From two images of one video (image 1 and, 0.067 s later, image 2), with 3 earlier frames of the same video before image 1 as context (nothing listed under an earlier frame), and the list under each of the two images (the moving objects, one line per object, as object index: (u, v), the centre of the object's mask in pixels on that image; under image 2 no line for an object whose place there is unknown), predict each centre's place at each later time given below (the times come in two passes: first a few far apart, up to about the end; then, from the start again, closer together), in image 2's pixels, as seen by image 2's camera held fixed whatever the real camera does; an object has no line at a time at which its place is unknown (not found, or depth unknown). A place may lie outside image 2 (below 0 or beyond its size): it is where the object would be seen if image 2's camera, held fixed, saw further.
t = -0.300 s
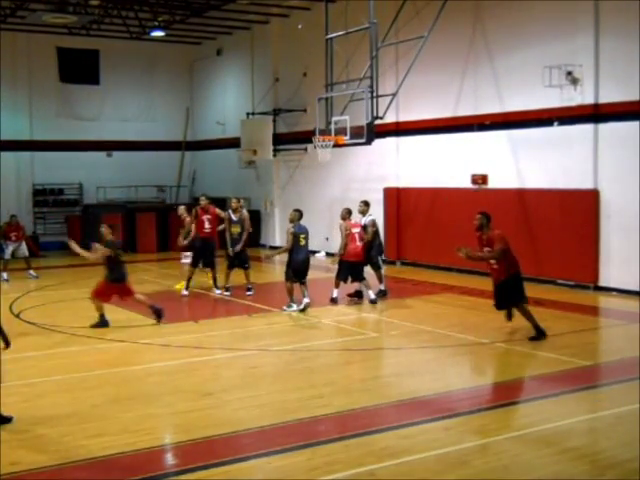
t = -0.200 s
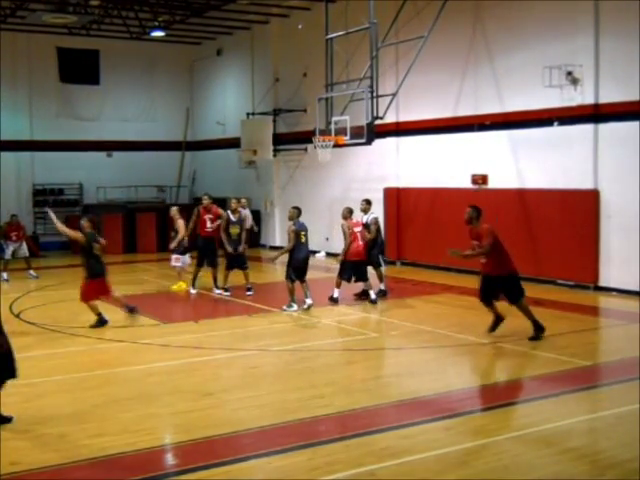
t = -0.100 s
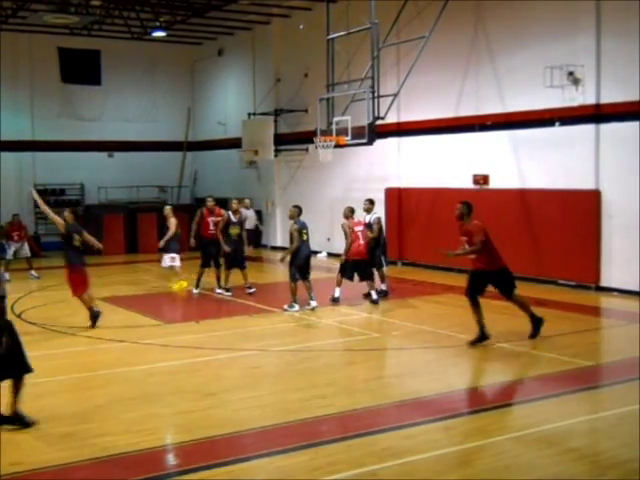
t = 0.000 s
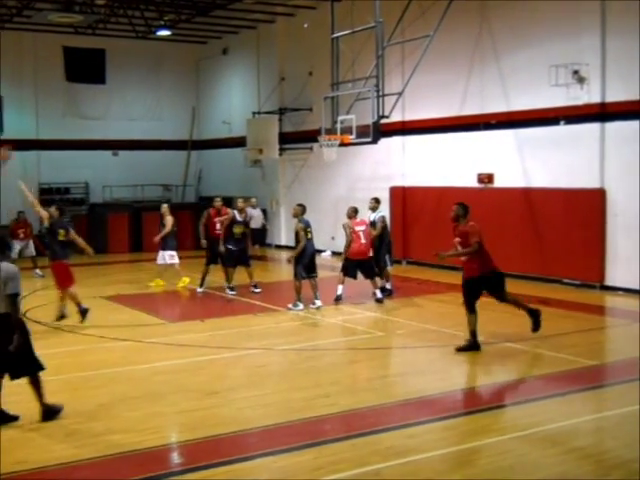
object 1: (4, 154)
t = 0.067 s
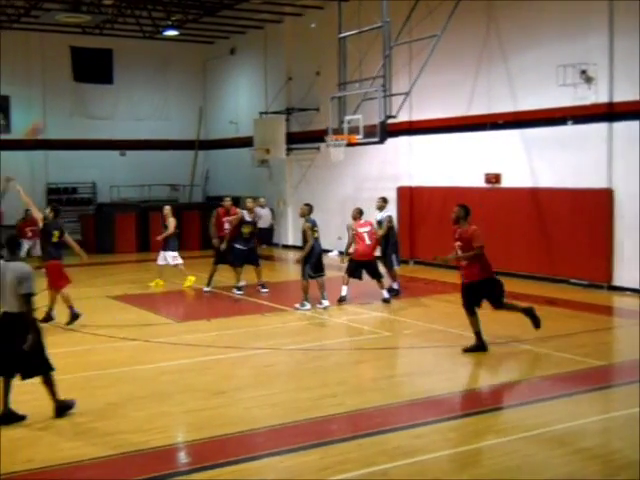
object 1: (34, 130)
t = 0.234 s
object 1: (89, 78)
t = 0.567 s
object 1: (189, 39)
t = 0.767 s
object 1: (240, 46)
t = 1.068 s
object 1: (310, 92)
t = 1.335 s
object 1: (325, 112)
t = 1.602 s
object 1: (278, 85)
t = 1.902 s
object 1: (219, 97)
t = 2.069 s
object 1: (185, 125)
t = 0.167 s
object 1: (66, 96)
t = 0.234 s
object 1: (89, 78)
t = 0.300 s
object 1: (108, 67)
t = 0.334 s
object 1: (122, 59)
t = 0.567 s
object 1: (189, 39)
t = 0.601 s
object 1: (197, 39)
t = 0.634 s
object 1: (206, 39)
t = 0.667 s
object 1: (215, 40)
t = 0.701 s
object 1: (224, 41)
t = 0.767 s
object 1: (240, 46)
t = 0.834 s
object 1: (258, 54)
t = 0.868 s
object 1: (265, 57)
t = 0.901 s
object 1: (273, 61)
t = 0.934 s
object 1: (281, 66)
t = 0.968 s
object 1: (289, 73)
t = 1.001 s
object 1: (295, 78)
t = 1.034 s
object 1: (303, 85)
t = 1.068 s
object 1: (310, 92)
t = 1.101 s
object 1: (316, 99)
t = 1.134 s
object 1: (323, 107)
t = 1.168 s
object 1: (330, 116)
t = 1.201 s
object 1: (337, 123)
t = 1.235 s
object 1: (341, 129)
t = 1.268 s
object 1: (338, 123)
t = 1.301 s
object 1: (331, 118)
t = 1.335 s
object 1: (325, 112)
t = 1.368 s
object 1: (319, 106)
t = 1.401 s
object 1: (314, 102)
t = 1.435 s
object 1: (308, 97)
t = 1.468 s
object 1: (302, 94)
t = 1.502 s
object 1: (296, 90)
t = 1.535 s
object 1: (289, 88)
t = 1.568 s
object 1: (283, 86)
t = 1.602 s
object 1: (278, 85)
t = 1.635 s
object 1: (271, 83)
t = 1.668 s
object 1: (264, 83)
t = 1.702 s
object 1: (258, 83)
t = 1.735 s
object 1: (251, 84)
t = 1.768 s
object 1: (245, 85)
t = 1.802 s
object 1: (239, 87)
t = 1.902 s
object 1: (219, 97)
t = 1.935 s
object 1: (212, 101)
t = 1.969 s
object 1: (207, 106)
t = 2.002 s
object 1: (199, 112)
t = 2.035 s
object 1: (192, 119)
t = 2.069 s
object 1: (185, 125)
